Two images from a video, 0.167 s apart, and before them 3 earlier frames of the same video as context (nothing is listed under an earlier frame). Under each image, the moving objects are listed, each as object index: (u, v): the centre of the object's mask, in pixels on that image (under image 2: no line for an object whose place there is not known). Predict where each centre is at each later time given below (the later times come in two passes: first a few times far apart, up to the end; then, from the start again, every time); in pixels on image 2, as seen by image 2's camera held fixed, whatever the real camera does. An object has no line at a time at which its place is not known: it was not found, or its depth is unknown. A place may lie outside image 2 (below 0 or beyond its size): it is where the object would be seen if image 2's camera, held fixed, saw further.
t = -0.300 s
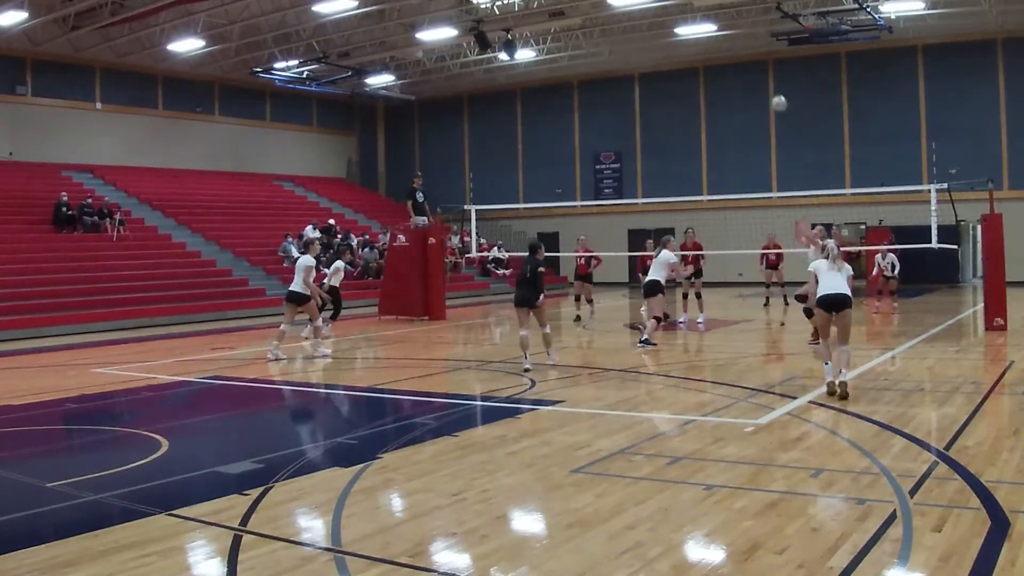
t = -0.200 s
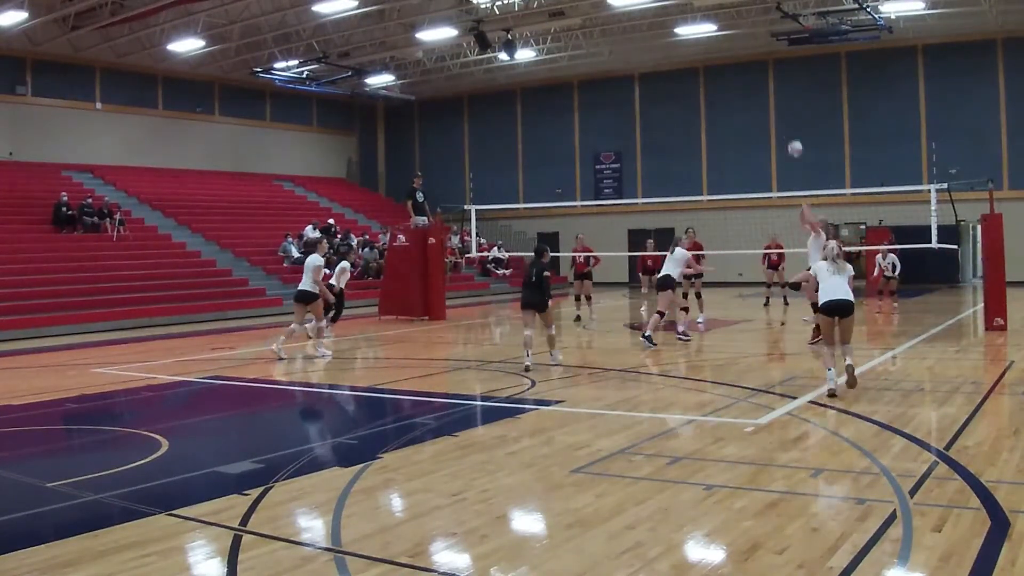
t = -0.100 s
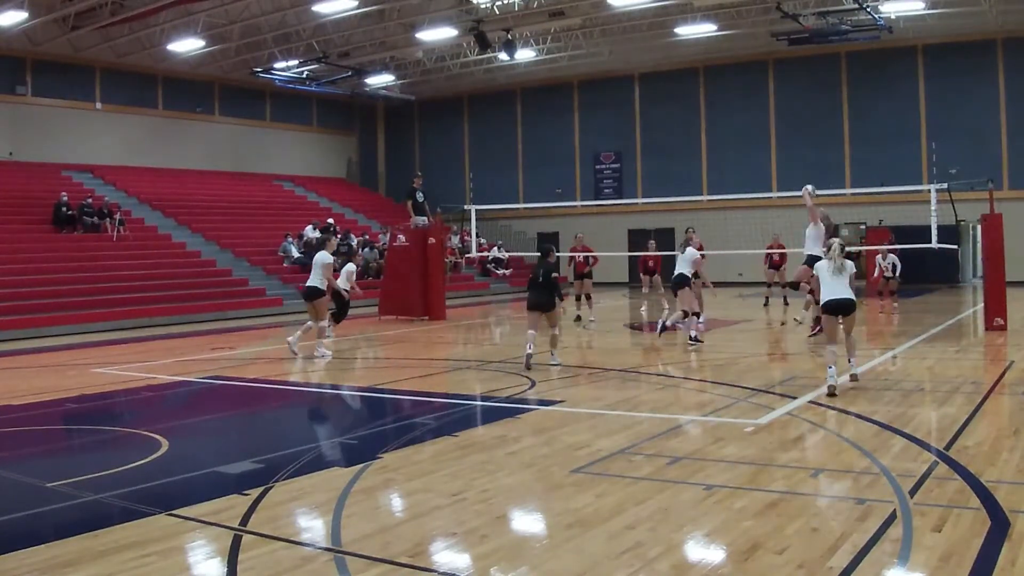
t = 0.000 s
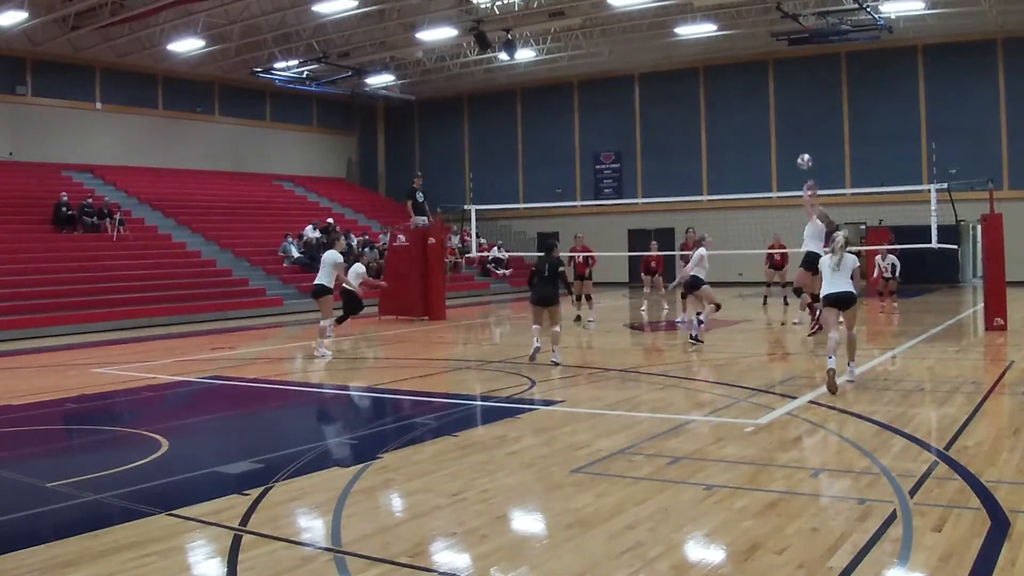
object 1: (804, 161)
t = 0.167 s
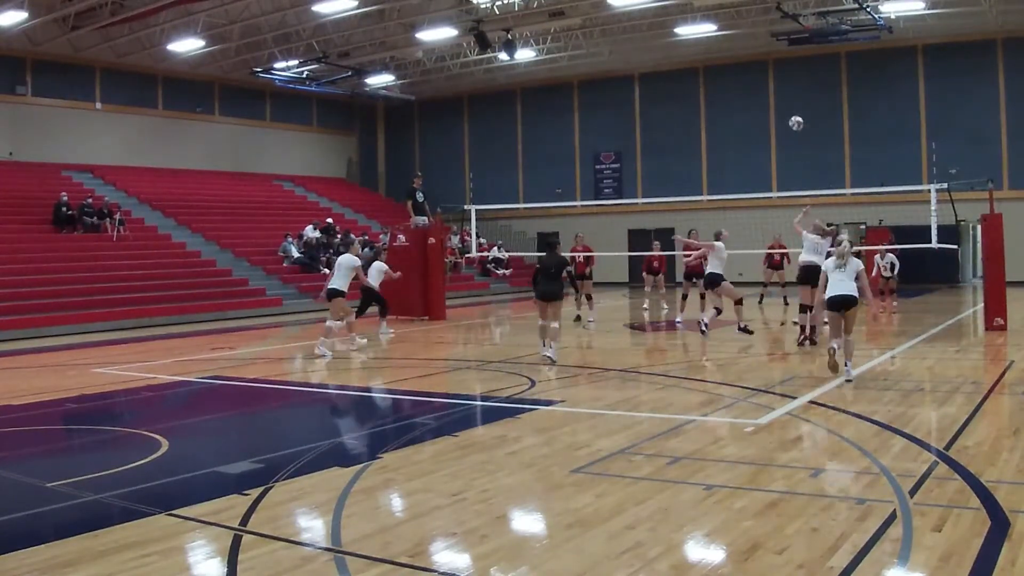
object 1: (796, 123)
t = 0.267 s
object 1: (791, 110)
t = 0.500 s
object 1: (782, 106)
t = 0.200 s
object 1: (795, 118)
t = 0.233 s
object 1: (793, 114)
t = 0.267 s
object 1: (791, 110)
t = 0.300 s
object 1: (790, 107)
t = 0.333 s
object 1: (788, 105)
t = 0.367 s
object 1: (787, 104)
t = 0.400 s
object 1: (785, 104)
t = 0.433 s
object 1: (784, 104)
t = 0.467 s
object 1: (783, 105)
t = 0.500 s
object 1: (782, 106)
